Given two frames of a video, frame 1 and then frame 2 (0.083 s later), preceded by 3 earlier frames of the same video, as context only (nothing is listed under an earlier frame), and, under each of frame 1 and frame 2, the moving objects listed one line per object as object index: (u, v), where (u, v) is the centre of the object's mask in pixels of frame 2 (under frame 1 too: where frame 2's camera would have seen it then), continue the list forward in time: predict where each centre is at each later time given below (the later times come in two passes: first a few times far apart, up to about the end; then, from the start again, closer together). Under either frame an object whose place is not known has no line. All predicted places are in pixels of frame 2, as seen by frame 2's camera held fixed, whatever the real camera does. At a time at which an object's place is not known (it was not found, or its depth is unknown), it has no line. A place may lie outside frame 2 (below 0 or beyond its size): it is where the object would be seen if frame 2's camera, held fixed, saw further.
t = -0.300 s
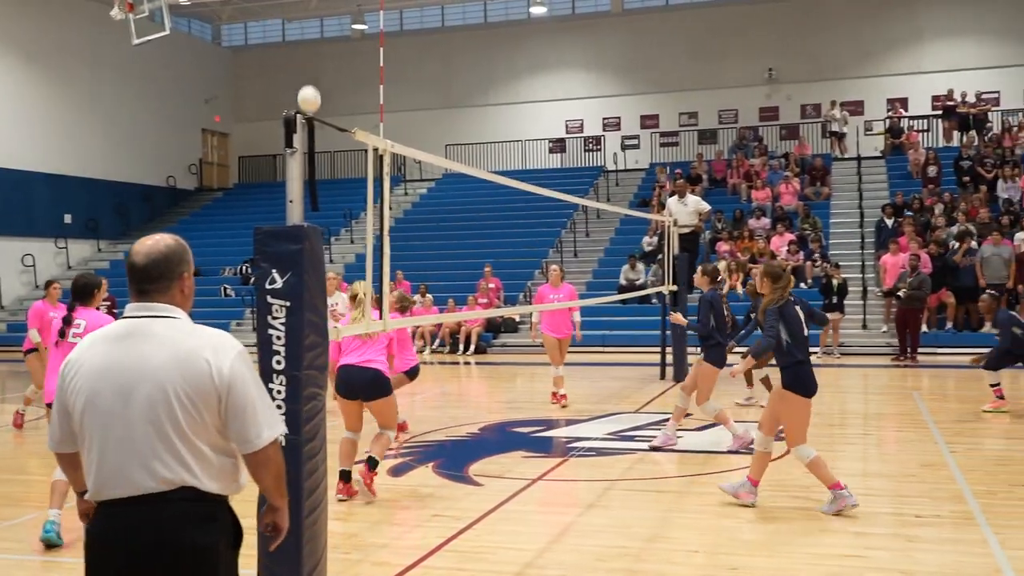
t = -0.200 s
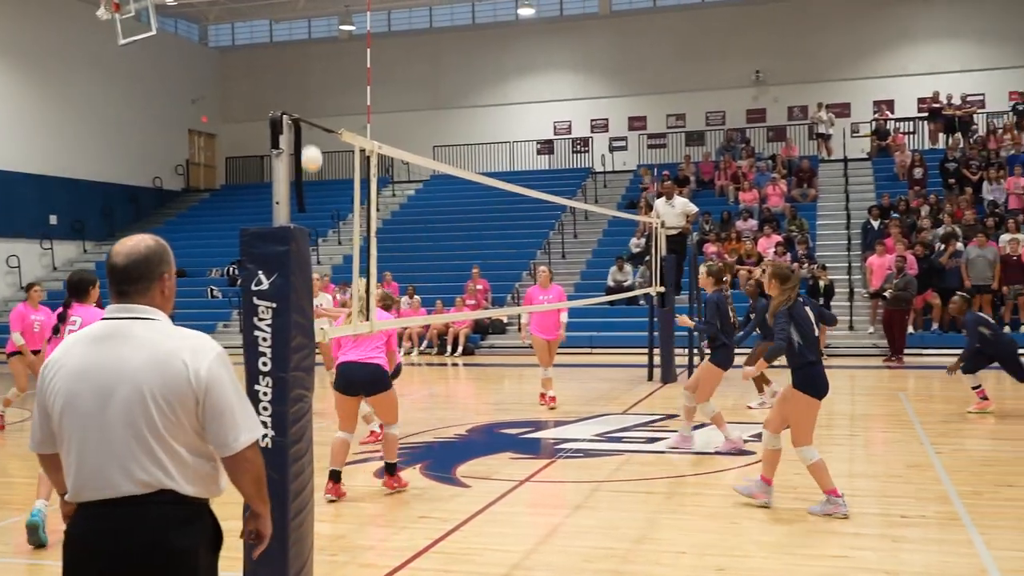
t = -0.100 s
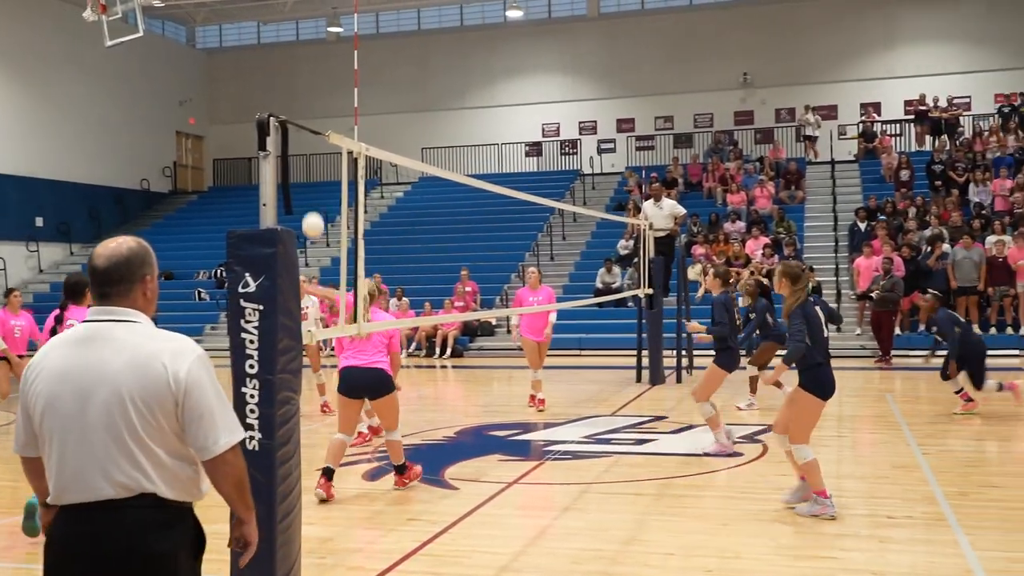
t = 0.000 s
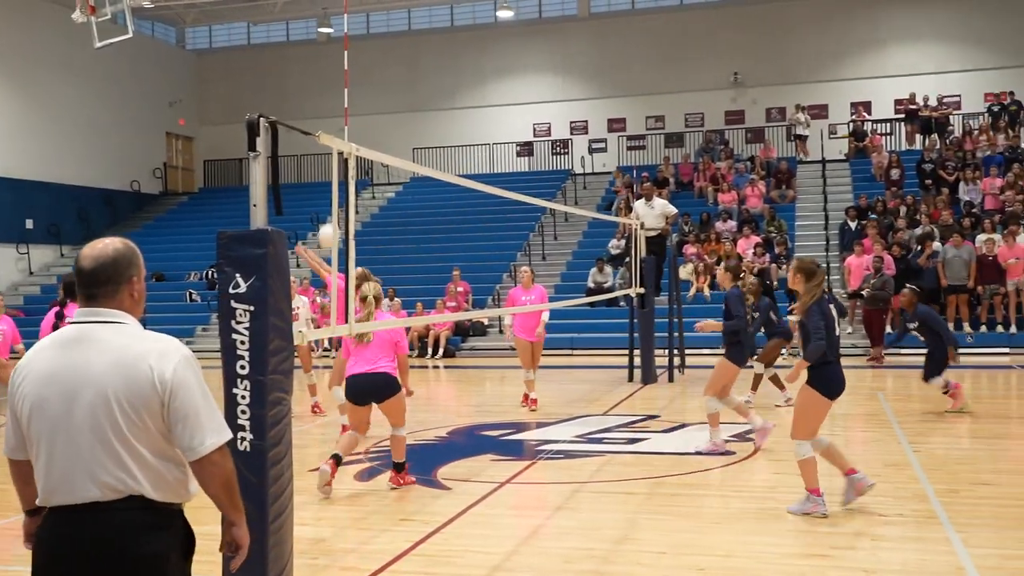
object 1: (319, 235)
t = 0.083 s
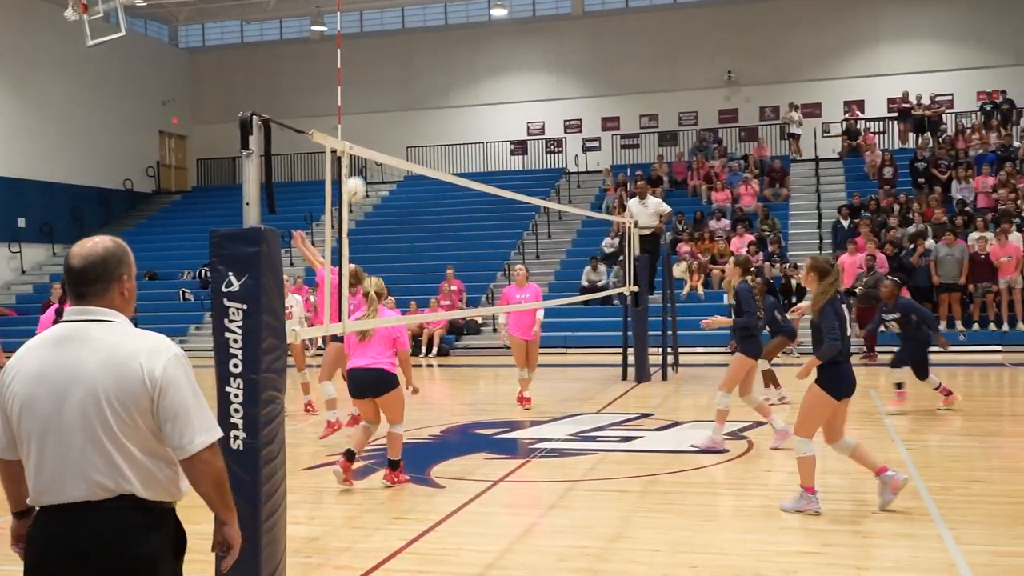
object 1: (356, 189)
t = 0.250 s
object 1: (420, 117)
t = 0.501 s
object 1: (527, 61)
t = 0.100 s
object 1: (360, 181)
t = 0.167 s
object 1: (388, 146)
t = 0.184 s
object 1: (394, 142)
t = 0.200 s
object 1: (400, 135)
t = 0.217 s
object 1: (407, 129)
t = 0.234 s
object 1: (413, 123)
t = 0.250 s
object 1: (420, 117)
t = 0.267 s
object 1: (427, 111)
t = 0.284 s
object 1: (434, 106)
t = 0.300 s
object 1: (441, 100)
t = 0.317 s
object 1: (448, 95)
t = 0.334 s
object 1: (455, 91)
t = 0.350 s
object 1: (462, 86)
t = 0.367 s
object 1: (469, 82)
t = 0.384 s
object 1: (476, 78)
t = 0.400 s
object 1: (483, 75)
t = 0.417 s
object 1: (490, 72)
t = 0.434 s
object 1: (497, 69)
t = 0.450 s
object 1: (505, 66)
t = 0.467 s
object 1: (512, 64)
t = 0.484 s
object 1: (520, 62)
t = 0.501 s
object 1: (527, 61)
